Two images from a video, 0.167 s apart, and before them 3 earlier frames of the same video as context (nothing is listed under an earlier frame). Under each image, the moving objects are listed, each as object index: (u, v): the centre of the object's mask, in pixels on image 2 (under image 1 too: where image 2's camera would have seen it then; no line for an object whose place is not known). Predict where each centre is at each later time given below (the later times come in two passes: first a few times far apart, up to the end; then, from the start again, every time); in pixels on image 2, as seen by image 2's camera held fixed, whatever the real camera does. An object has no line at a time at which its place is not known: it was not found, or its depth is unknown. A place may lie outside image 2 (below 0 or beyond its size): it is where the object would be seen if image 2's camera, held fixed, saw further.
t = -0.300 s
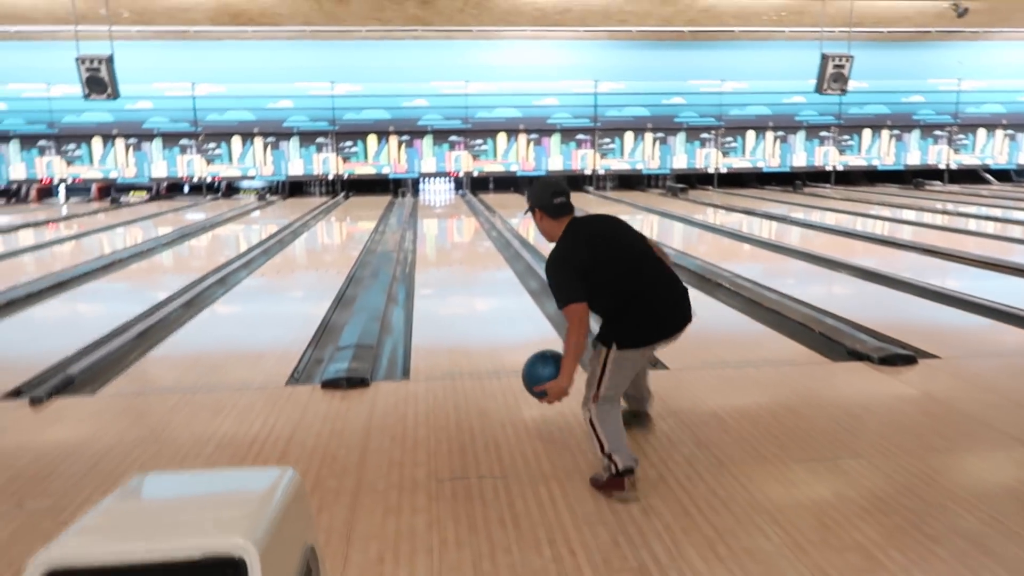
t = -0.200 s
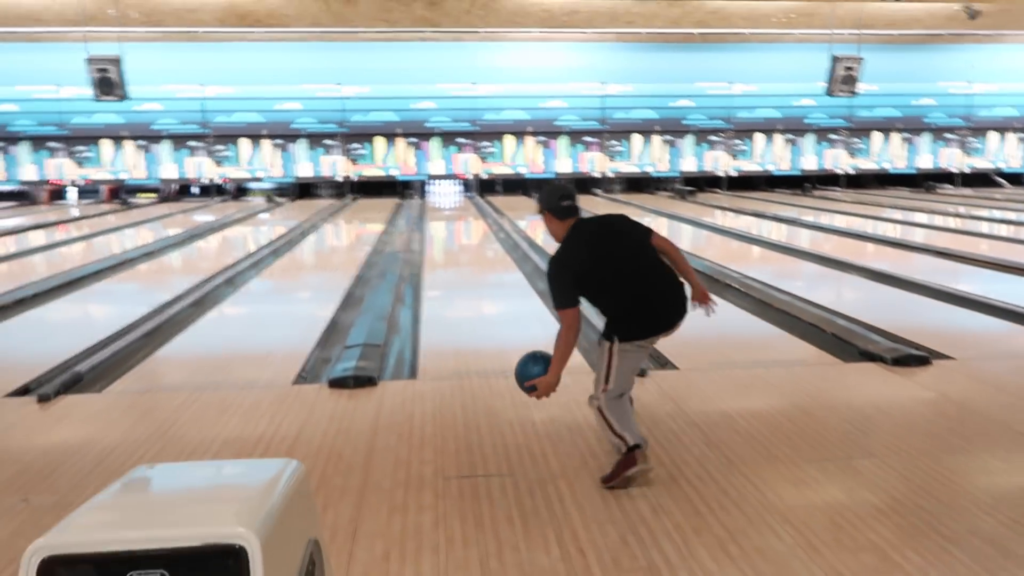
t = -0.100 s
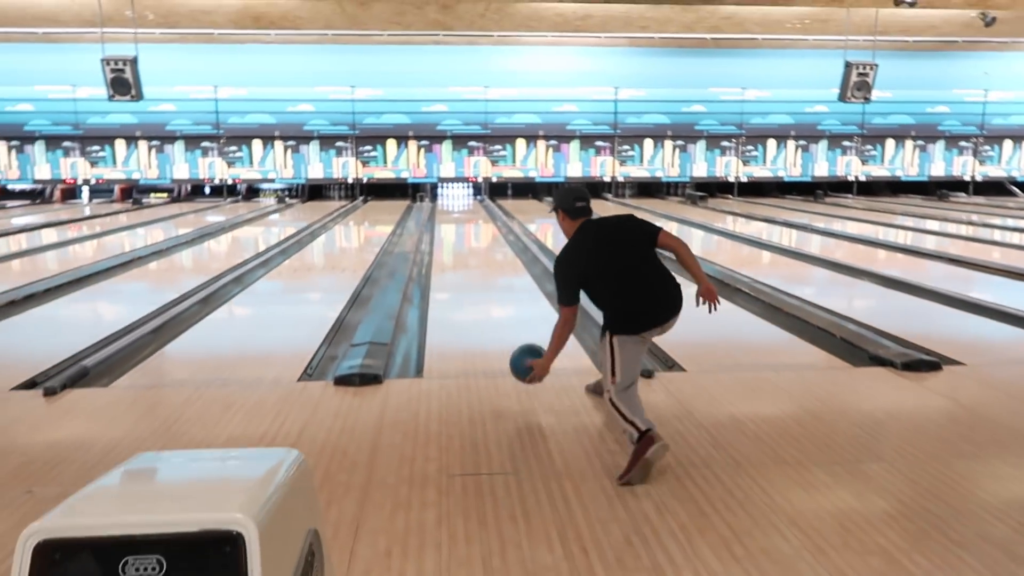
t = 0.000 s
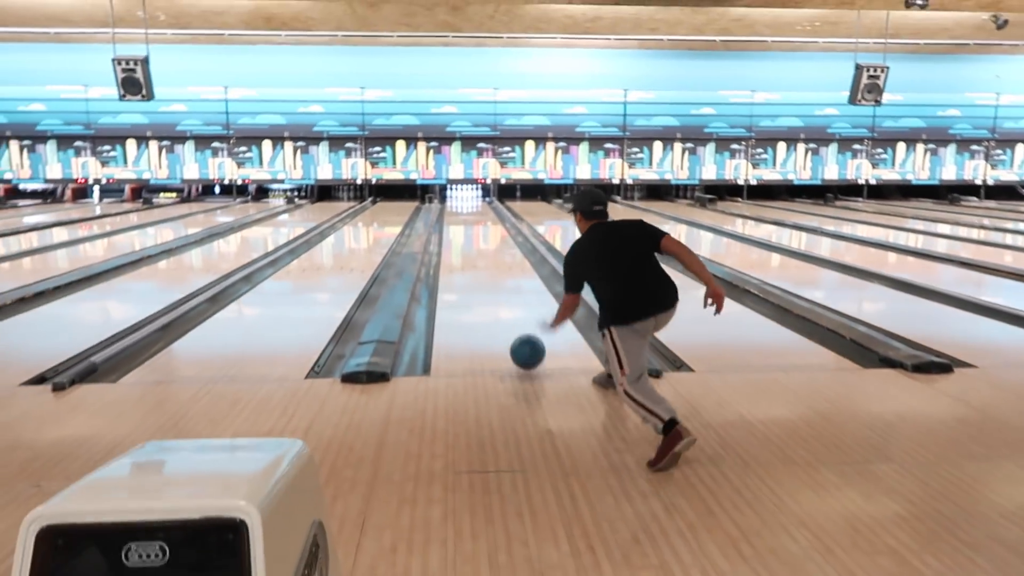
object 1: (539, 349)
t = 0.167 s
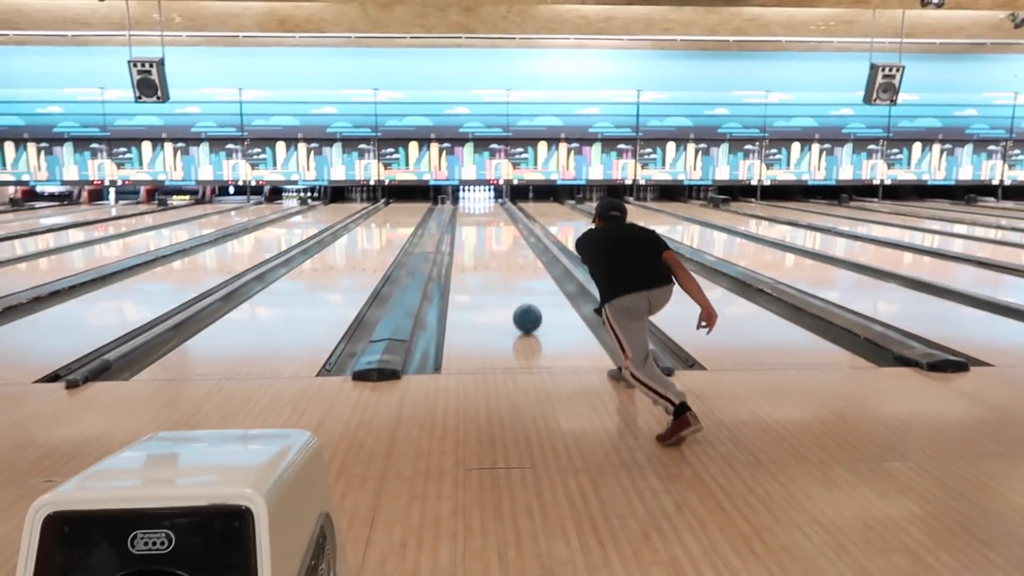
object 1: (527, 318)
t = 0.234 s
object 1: (524, 308)
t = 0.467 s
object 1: (514, 280)
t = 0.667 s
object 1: (508, 264)
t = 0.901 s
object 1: (504, 250)
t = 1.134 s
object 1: (499, 239)
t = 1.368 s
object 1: (496, 230)
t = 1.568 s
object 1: (494, 223)
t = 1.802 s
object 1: (492, 217)
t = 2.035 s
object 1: (490, 213)
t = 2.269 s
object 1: (487, 208)
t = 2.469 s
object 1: (486, 205)
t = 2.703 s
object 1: (484, 203)
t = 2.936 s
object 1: (482, 200)
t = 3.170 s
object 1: (481, 198)
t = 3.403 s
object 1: (483, 197)
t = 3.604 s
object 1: (489, 196)
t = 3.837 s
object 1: (493, 196)
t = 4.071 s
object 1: (497, 199)
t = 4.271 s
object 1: (498, 199)
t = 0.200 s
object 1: (526, 313)
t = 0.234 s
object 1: (524, 308)
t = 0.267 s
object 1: (522, 303)
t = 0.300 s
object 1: (521, 299)
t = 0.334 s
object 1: (519, 295)
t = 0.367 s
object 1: (518, 291)
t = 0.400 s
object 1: (517, 287)
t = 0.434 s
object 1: (516, 284)
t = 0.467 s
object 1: (514, 280)
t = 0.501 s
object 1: (513, 277)
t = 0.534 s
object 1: (512, 274)
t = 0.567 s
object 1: (511, 271)
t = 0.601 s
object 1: (510, 269)
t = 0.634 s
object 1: (509, 266)
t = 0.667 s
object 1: (508, 264)
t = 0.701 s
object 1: (508, 261)
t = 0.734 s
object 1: (507, 259)
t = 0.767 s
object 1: (506, 257)
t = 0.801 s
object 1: (506, 255)
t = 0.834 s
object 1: (505, 253)
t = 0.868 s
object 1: (504, 251)
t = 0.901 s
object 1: (504, 250)
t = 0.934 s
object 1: (503, 248)
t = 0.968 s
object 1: (502, 246)
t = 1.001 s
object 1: (502, 244)
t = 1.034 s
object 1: (501, 243)
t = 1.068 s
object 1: (500, 241)
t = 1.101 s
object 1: (500, 240)
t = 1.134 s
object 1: (499, 239)
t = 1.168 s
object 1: (499, 237)
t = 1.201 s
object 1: (498, 236)
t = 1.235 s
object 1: (498, 235)
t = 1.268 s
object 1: (497, 233)
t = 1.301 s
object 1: (497, 232)
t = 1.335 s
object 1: (496, 231)
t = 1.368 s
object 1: (496, 230)
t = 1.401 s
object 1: (496, 228)
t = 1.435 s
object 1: (495, 227)
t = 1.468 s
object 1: (495, 226)
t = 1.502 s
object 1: (495, 225)
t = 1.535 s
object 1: (494, 224)
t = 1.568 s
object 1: (494, 223)
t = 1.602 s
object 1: (494, 222)
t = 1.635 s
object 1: (493, 221)
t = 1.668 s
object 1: (493, 221)
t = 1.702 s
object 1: (493, 220)
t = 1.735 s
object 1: (492, 219)
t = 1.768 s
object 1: (492, 218)
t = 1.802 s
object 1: (492, 217)
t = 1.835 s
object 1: (491, 217)
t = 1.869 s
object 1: (491, 216)
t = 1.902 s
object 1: (491, 215)
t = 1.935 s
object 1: (491, 215)
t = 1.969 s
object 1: (490, 214)
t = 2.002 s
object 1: (490, 213)
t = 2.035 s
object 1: (490, 213)
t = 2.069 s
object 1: (489, 212)
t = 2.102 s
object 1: (489, 211)
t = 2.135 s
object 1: (489, 211)
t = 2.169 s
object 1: (488, 210)
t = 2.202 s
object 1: (488, 210)
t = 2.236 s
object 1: (488, 209)
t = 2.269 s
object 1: (487, 208)
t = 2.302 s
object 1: (487, 208)
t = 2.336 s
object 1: (487, 208)
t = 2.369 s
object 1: (486, 207)
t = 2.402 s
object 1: (486, 206)
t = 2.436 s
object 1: (486, 206)
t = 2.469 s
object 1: (486, 205)
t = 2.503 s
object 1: (486, 205)
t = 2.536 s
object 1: (486, 205)
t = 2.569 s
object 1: (485, 204)
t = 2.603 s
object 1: (485, 204)
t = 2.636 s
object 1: (485, 204)
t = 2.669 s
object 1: (484, 203)
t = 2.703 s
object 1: (484, 203)
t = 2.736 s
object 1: (484, 202)
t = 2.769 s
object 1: (484, 202)
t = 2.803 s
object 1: (483, 202)
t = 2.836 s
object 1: (483, 201)
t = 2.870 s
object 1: (483, 201)
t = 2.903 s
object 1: (483, 201)
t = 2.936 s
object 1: (482, 200)
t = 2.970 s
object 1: (482, 200)
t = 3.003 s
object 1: (482, 200)
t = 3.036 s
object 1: (482, 199)
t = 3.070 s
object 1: (482, 199)
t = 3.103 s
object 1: (481, 198)
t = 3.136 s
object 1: (482, 198)
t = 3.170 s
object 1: (481, 198)
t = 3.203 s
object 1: (481, 198)
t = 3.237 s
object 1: (481, 198)
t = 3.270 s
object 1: (481, 198)
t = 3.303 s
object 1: (481, 197)
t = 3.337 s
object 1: (482, 197)
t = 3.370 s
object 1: (482, 197)
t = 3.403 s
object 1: (483, 197)
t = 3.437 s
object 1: (484, 197)
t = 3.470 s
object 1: (485, 197)
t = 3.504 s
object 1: (486, 197)
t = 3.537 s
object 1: (486, 197)
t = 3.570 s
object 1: (488, 196)
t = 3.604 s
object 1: (489, 196)
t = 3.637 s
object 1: (490, 196)
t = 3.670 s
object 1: (491, 196)
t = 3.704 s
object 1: (491, 196)
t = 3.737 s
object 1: (492, 196)
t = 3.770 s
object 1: (492, 196)
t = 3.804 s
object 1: (492, 196)
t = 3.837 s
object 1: (493, 196)
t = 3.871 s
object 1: (495, 196)
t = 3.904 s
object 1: (495, 196)
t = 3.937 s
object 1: (496, 197)
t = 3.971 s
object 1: (497, 199)
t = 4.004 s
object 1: (498, 199)
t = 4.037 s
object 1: (498, 199)
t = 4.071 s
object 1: (497, 199)
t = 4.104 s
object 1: (497, 199)
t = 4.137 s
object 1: (498, 199)
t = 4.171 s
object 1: (498, 199)
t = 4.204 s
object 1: (498, 199)
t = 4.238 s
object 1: (498, 199)
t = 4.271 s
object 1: (498, 199)
